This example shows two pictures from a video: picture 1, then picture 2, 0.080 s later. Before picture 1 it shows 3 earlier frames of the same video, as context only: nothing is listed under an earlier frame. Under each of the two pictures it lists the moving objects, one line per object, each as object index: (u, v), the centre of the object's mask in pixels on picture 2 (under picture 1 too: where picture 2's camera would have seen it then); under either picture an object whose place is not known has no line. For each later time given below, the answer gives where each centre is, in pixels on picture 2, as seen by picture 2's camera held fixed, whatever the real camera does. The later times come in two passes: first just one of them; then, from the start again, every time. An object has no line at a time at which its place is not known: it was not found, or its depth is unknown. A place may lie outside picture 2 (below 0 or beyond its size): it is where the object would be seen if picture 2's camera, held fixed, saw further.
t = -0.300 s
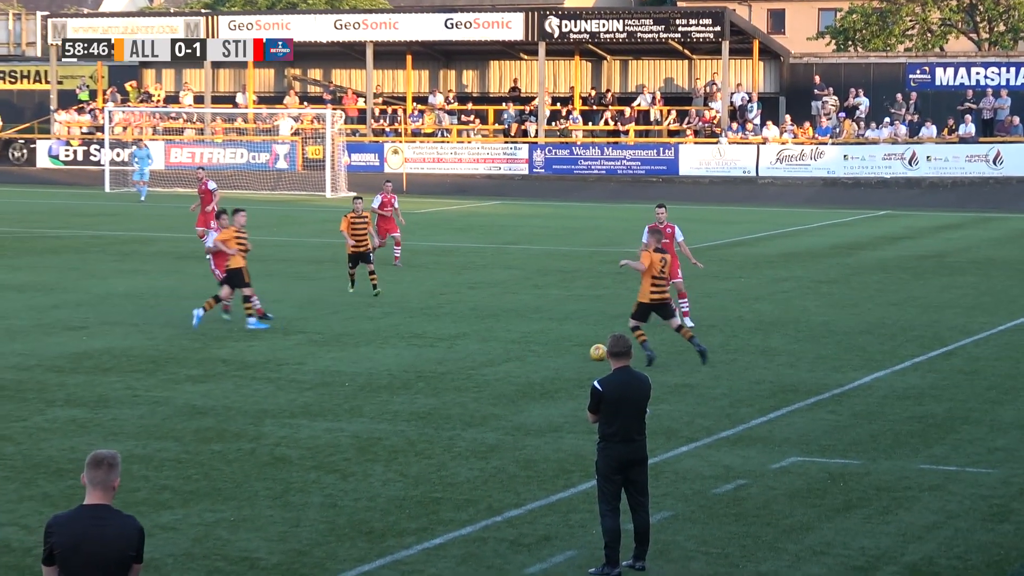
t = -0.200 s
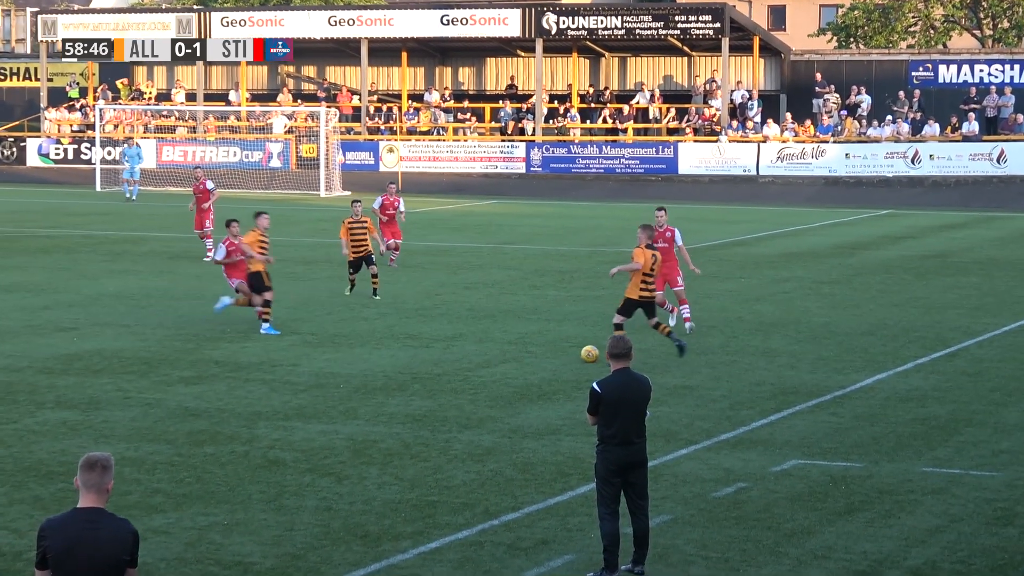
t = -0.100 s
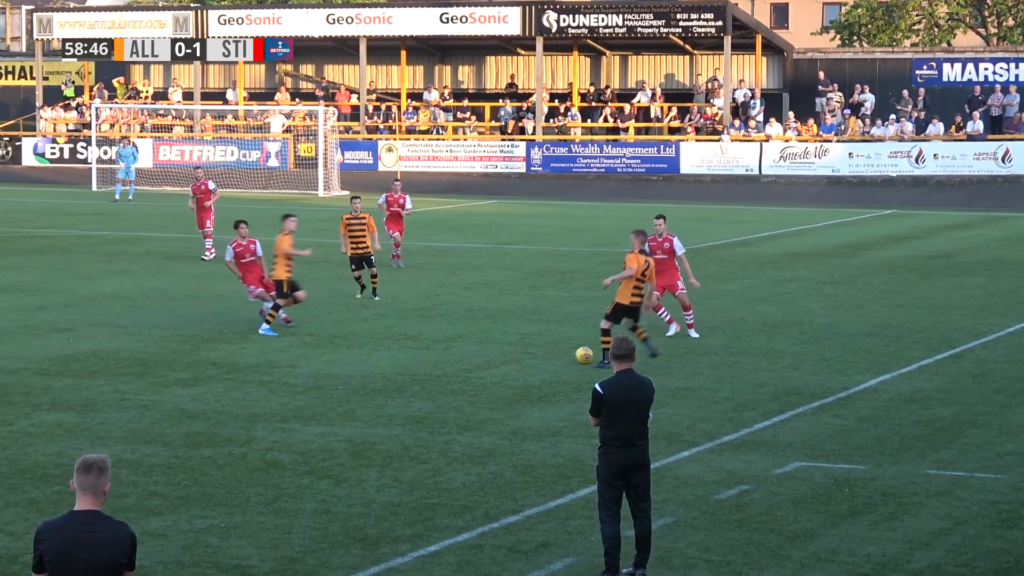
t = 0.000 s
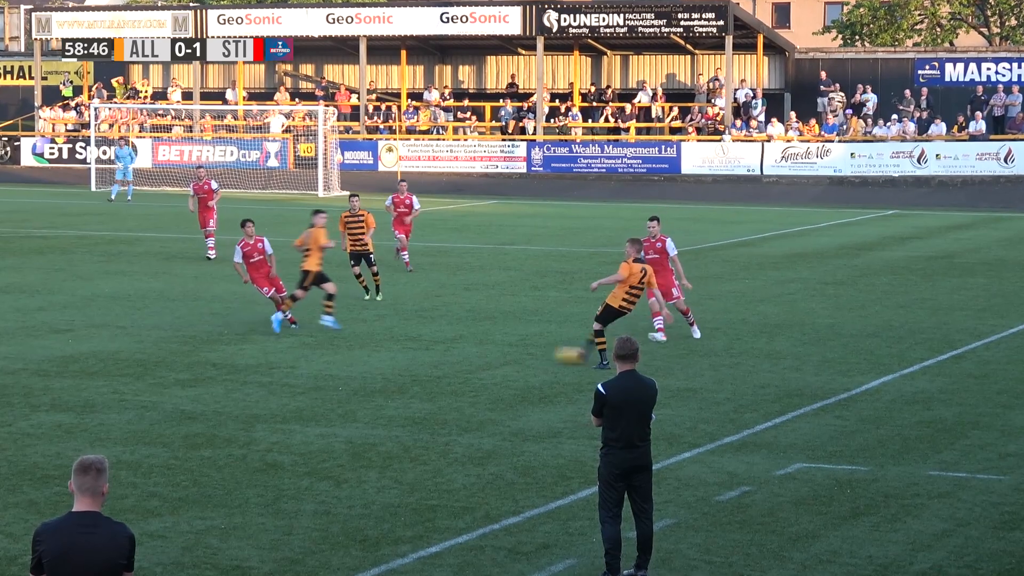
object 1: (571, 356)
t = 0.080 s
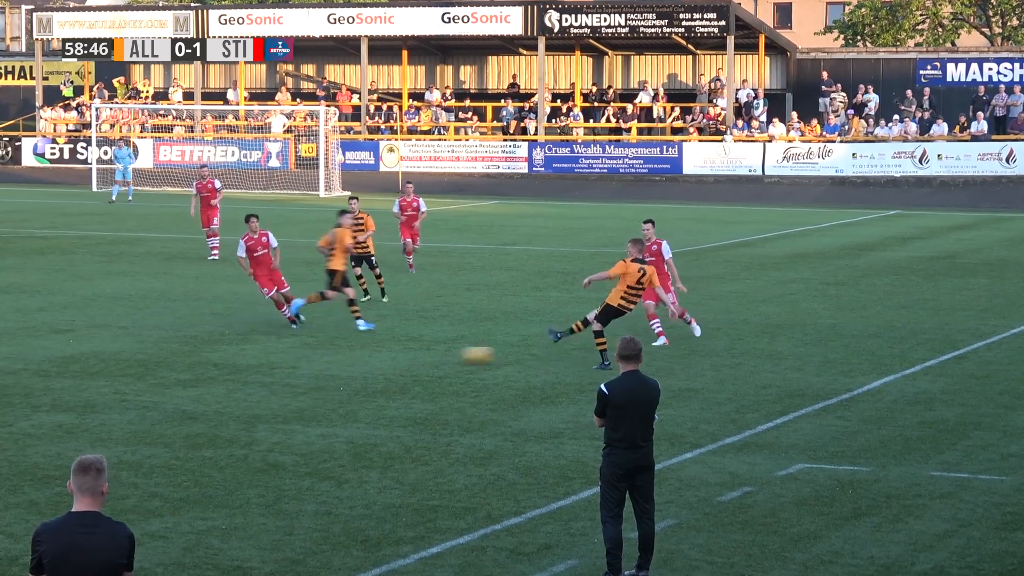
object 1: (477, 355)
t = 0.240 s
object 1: (305, 354)
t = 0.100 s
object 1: (453, 355)
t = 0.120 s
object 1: (431, 356)
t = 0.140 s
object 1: (408, 356)
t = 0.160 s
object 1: (387, 354)
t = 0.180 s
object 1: (366, 354)
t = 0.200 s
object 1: (346, 354)
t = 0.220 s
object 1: (325, 354)
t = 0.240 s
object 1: (305, 354)
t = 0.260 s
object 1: (284, 354)
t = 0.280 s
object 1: (264, 355)
